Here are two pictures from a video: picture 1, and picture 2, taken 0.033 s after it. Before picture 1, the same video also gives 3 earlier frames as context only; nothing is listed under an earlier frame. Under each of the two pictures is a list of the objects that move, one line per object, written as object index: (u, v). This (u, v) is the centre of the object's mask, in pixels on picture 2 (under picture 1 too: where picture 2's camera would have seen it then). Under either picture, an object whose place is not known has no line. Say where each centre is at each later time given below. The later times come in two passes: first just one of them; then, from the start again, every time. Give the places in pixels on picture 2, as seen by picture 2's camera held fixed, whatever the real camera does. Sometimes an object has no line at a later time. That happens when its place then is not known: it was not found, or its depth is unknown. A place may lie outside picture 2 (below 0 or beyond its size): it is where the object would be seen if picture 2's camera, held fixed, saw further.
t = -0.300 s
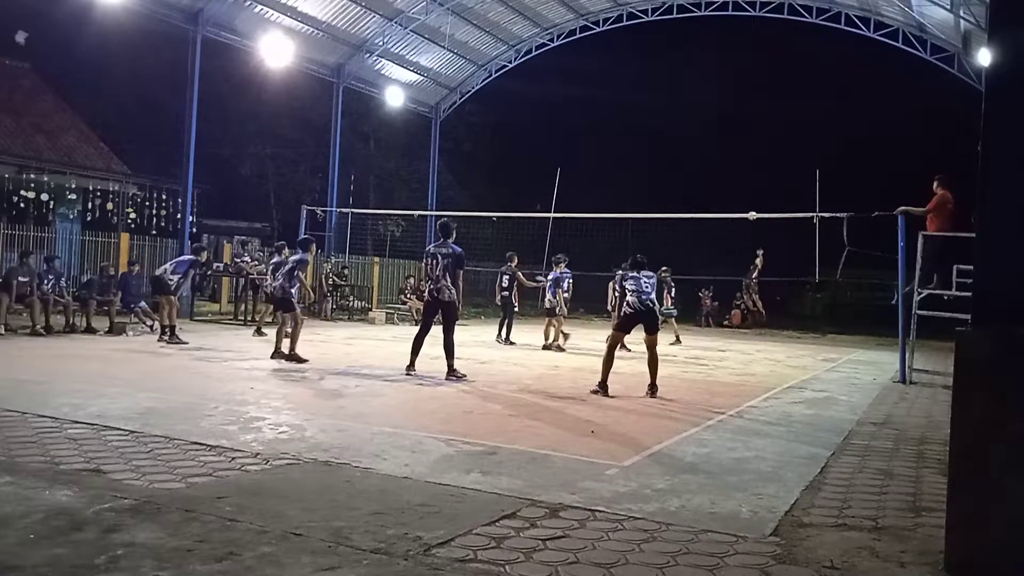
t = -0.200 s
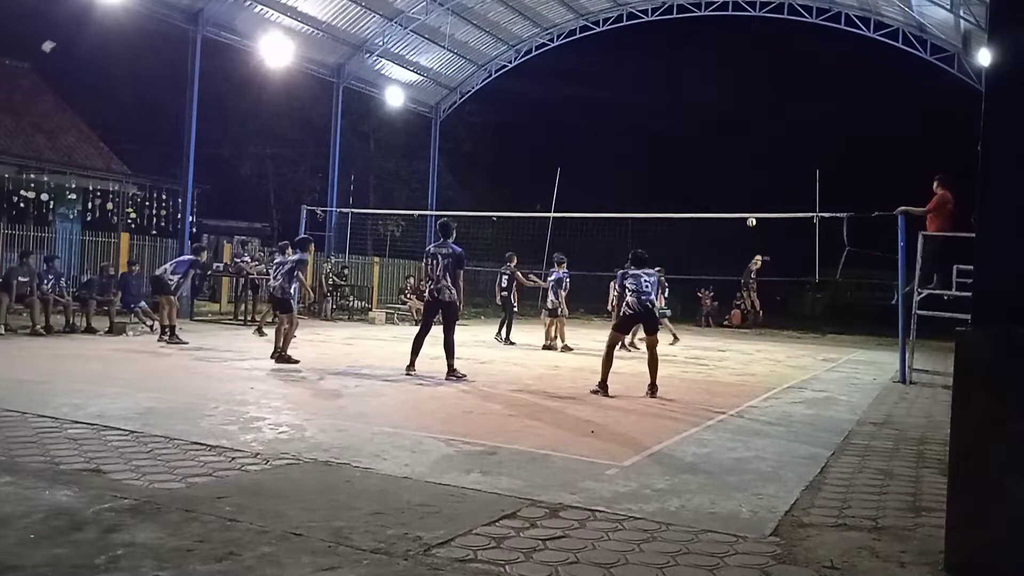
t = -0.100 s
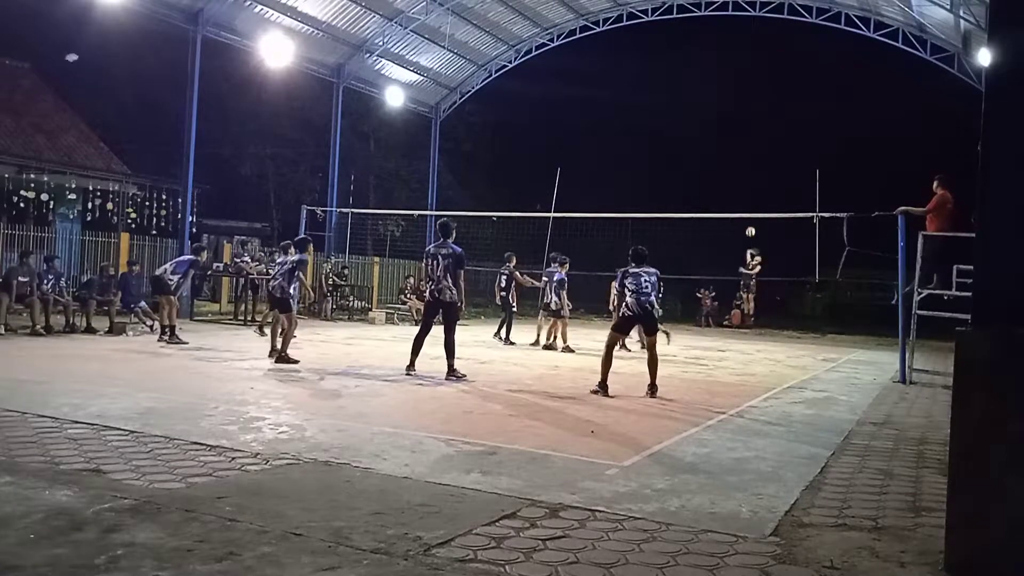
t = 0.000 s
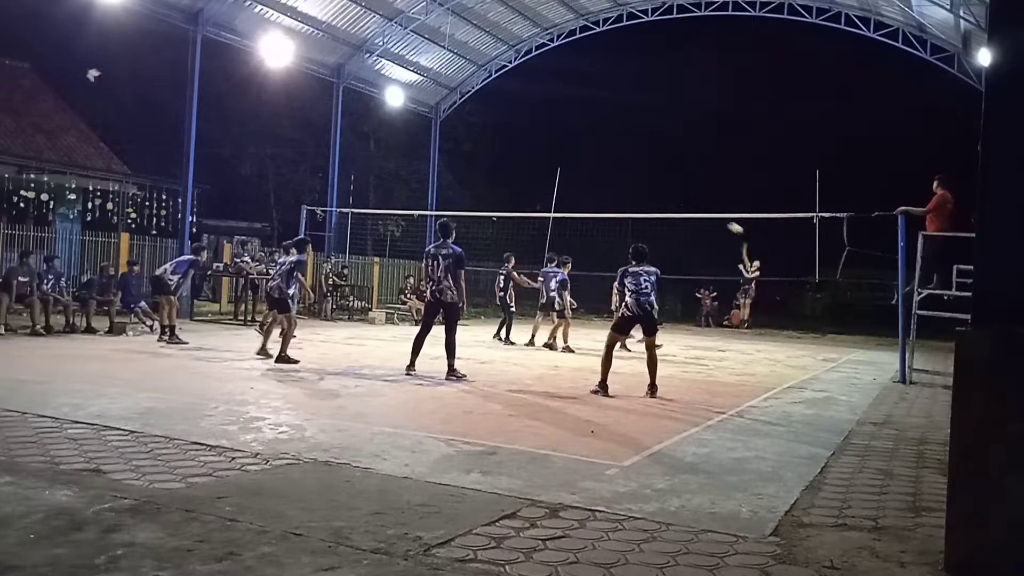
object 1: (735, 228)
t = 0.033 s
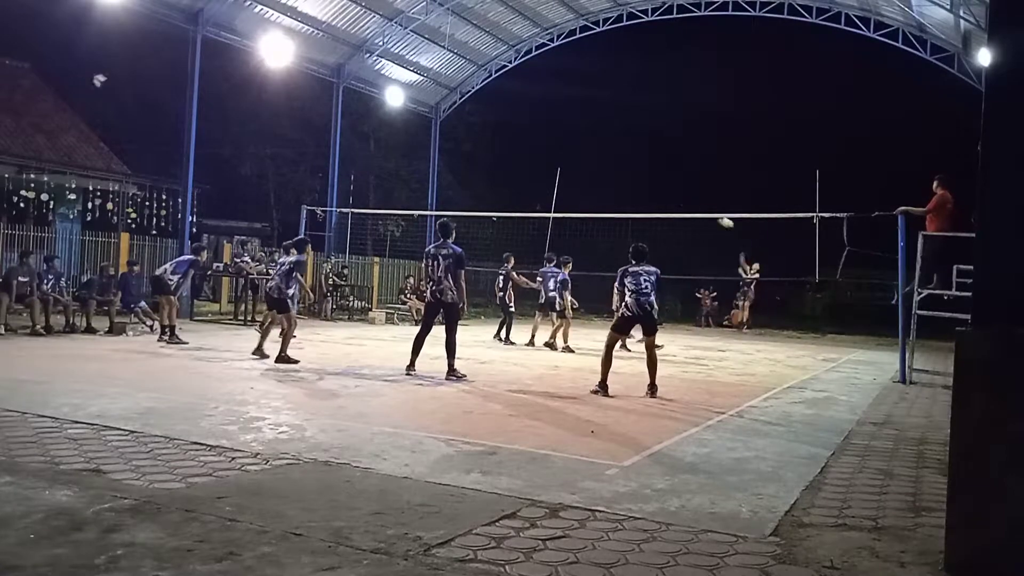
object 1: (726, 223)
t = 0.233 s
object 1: (663, 194)
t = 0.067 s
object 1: (717, 217)
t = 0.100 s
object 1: (705, 210)
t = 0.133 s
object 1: (696, 207)
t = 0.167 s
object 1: (686, 202)
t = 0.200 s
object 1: (675, 198)
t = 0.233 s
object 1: (663, 194)
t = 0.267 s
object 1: (651, 190)
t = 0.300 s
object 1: (639, 187)
